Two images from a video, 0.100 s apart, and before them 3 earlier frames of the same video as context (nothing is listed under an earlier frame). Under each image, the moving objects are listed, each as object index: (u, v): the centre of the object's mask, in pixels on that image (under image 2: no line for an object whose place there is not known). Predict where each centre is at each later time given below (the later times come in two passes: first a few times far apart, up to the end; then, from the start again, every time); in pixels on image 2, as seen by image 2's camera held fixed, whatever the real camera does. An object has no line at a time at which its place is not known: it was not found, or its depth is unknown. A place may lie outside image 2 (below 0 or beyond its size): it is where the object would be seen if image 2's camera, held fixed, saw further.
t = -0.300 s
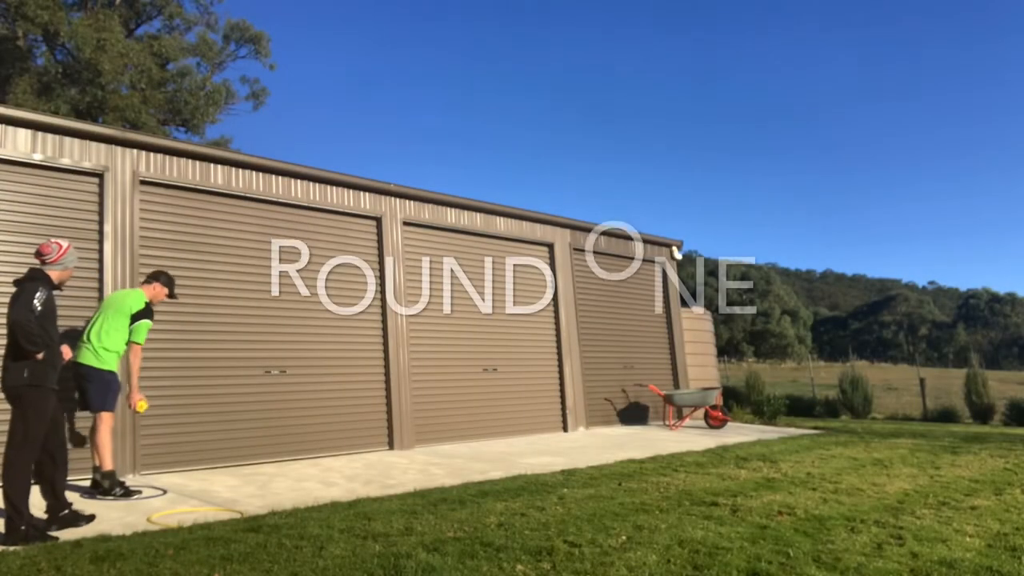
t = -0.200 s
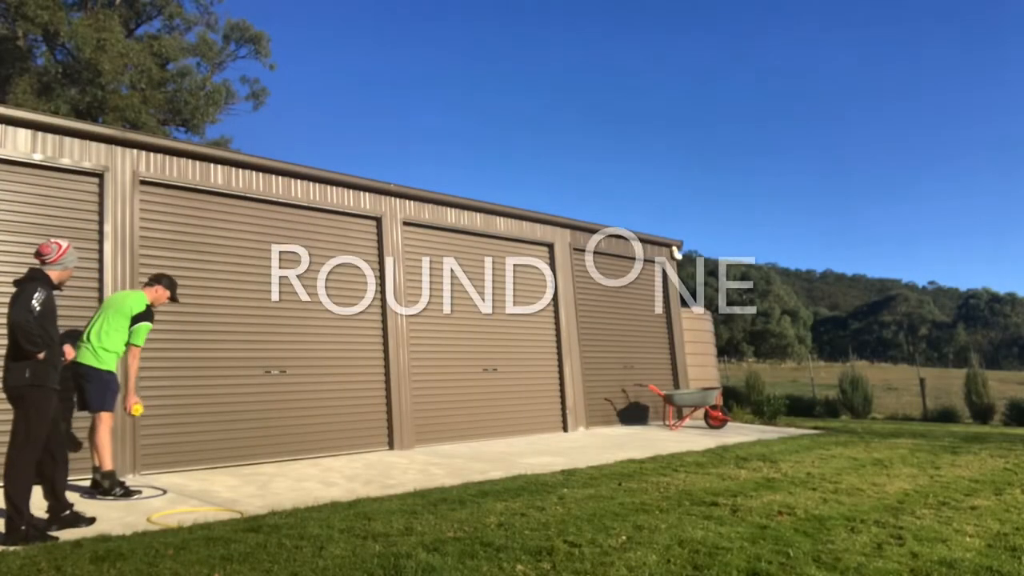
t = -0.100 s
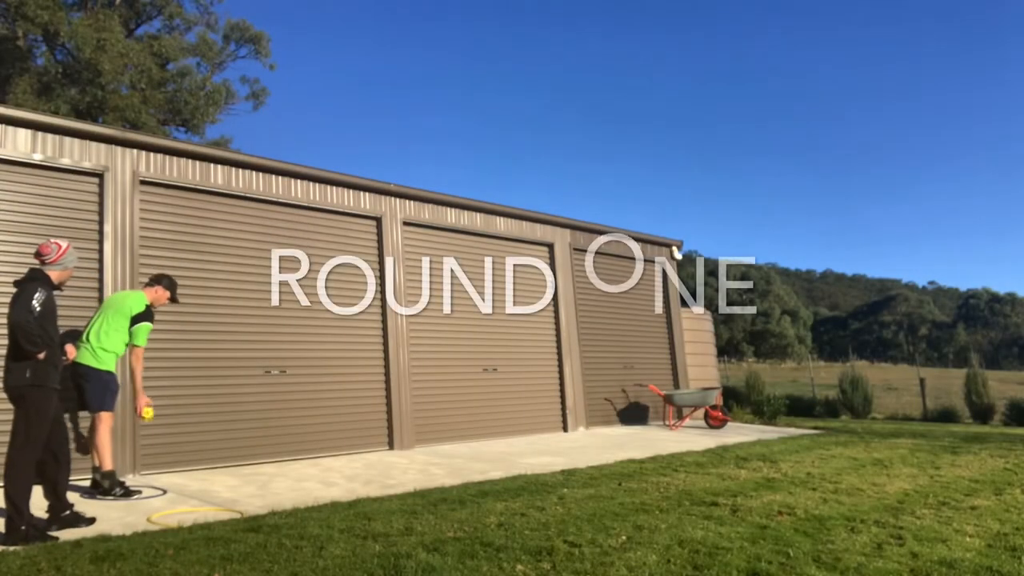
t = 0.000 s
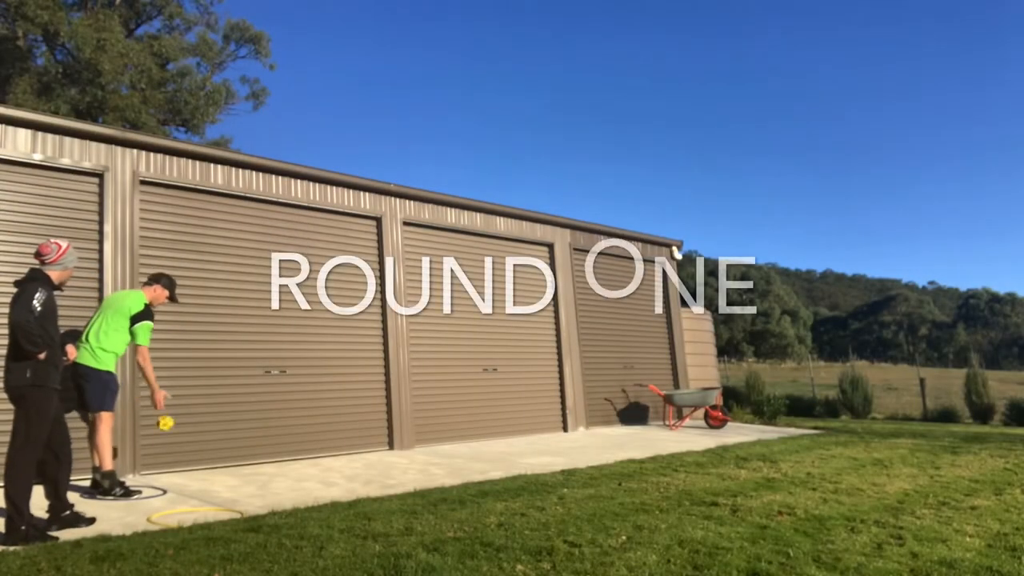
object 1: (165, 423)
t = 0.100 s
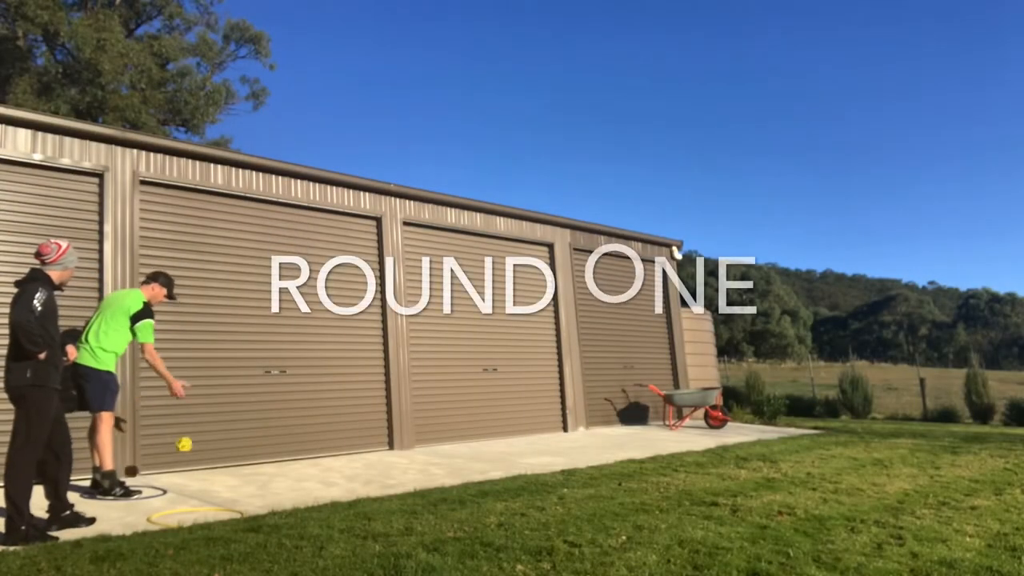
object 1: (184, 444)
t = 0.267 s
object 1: (216, 467)
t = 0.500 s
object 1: (269, 466)
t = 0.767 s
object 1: (316, 465)
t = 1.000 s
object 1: (357, 465)
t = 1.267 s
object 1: (395, 460)
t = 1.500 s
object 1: (429, 459)
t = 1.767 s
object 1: (466, 459)
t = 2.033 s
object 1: (505, 461)
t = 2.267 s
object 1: (539, 462)
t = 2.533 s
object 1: (580, 463)
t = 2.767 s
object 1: (608, 458)
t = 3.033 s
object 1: (617, 455)
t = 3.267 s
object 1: (609, 459)
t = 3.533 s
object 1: (603, 461)
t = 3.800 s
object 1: (601, 462)
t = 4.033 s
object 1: (600, 462)
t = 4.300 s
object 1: (598, 462)
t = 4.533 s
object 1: (596, 463)
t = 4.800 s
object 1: (597, 463)
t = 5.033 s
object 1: (597, 463)
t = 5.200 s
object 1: (596, 463)
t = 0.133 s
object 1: (190, 454)
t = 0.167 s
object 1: (196, 465)
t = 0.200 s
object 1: (201, 477)
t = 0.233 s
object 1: (208, 473)
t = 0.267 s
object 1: (216, 467)
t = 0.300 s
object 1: (225, 464)
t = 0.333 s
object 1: (232, 460)
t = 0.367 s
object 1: (240, 459)
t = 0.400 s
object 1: (247, 459)
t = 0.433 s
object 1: (255, 460)
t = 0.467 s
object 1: (262, 462)
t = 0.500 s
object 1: (269, 466)
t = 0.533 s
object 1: (276, 471)
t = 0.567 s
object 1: (282, 472)
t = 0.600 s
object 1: (289, 466)
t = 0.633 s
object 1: (294, 464)
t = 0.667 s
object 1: (300, 462)
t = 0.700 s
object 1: (306, 461)
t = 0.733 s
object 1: (312, 463)
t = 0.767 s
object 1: (316, 465)
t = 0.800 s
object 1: (322, 468)
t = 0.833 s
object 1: (327, 465)
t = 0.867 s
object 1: (334, 462)
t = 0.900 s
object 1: (339, 461)
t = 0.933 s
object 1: (345, 461)
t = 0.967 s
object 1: (351, 463)
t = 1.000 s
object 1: (357, 465)
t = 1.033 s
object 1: (362, 462)
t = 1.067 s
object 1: (366, 460)
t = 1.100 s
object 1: (372, 458)
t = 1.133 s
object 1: (376, 459)
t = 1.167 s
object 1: (381, 460)
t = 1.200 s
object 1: (386, 462)
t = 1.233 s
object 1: (391, 462)
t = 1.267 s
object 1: (395, 460)
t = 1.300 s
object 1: (400, 460)
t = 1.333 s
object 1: (405, 460)
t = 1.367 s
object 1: (410, 461)
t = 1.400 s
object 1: (415, 461)
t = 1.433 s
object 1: (419, 461)
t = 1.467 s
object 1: (424, 459)
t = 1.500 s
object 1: (429, 459)
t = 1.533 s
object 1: (433, 460)
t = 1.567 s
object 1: (438, 459)
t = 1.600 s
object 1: (442, 459)
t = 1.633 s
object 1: (447, 459)
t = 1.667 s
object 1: (452, 460)
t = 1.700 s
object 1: (457, 459)
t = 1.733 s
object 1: (461, 458)
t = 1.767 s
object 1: (466, 459)
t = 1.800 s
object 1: (470, 460)
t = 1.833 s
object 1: (475, 460)
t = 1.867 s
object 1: (480, 459)
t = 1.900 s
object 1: (485, 459)
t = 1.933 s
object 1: (490, 461)
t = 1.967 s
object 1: (495, 461)
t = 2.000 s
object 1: (500, 461)
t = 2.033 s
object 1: (505, 461)
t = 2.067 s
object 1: (510, 461)
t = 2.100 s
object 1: (514, 460)
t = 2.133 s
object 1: (520, 460)
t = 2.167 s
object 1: (524, 462)
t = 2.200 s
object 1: (530, 462)
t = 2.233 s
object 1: (535, 461)
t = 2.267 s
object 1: (539, 462)
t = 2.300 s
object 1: (544, 461)
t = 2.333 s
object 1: (550, 461)
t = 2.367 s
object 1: (555, 463)
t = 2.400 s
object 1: (559, 464)
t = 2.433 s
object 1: (565, 463)
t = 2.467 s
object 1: (570, 462)
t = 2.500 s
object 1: (575, 463)
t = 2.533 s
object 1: (580, 463)
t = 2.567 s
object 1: (585, 462)
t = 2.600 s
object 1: (591, 463)
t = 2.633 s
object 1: (595, 462)
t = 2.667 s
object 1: (600, 462)
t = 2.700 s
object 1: (606, 461)
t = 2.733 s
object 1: (607, 459)
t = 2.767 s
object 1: (608, 458)
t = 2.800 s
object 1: (610, 457)
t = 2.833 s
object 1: (613, 457)
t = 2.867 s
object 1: (614, 457)
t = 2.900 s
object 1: (615, 456)
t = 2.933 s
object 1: (616, 455)
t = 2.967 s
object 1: (616, 455)
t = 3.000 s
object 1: (617, 455)
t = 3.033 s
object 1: (617, 455)
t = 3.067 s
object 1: (616, 455)
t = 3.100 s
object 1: (615, 456)
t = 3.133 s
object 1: (614, 457)
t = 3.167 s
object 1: (613, 457)
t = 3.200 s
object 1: (612, 458)
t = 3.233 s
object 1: (611, 458)
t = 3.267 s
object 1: (609, 459)
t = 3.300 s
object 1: (607, 460)
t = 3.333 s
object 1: (606, 461)
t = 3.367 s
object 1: (606, 460)
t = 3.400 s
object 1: (605, 460)
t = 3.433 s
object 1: (605, 460)
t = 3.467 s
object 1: (604, 460)
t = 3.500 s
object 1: (604, 460)
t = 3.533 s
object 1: (603, 461)
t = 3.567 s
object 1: (603, 461)
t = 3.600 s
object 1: (602, 462)
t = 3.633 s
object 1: (602, 462)
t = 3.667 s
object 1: (602, 462)
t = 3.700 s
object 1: (602, 462)
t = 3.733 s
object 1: (601, 462)
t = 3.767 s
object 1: (601, 462)
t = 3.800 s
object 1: (601, 462)
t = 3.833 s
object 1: (601, 462)
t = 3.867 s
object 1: (601, 462)
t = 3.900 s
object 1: (601, 462)
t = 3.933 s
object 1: (600, 462)
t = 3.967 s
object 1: (600, 462)
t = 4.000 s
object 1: (600, 462)
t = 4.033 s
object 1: (600, 462)
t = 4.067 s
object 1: (599, 462)
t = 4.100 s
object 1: (599, 462)
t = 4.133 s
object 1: (599, 462)
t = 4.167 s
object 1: (599, 462)
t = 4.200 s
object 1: (598, 462)
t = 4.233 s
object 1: (598, 462)
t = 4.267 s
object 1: (599, 462)
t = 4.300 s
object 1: (598, 462)
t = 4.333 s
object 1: (598, 462)
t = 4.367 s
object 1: (597, 462)
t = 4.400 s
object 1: (597, 463)
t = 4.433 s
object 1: (598, 463)
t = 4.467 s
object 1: (596, 463)
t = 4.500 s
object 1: (596, 463)
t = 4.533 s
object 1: (596, 463)
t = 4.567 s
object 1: (596, 463)
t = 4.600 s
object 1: (596, 463)
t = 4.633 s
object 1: (597, 463)
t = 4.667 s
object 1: (597, 463)
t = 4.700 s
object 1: (597, 463)
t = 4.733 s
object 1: (597, 463)
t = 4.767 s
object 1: (597, 463)
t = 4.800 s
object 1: (597, 463)
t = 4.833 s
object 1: (597, 463)
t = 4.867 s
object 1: (597, 463)
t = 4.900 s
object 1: (597, 463)
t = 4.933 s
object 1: (597, 463)
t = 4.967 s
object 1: (597, 463)
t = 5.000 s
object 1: (597, 463)
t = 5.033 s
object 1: (597, 463)
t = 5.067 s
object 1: (597, 463)
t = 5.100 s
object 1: (596, 463)
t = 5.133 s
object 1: (596, 463)
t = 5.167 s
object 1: (597, 463)
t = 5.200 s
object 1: (596, 463)
